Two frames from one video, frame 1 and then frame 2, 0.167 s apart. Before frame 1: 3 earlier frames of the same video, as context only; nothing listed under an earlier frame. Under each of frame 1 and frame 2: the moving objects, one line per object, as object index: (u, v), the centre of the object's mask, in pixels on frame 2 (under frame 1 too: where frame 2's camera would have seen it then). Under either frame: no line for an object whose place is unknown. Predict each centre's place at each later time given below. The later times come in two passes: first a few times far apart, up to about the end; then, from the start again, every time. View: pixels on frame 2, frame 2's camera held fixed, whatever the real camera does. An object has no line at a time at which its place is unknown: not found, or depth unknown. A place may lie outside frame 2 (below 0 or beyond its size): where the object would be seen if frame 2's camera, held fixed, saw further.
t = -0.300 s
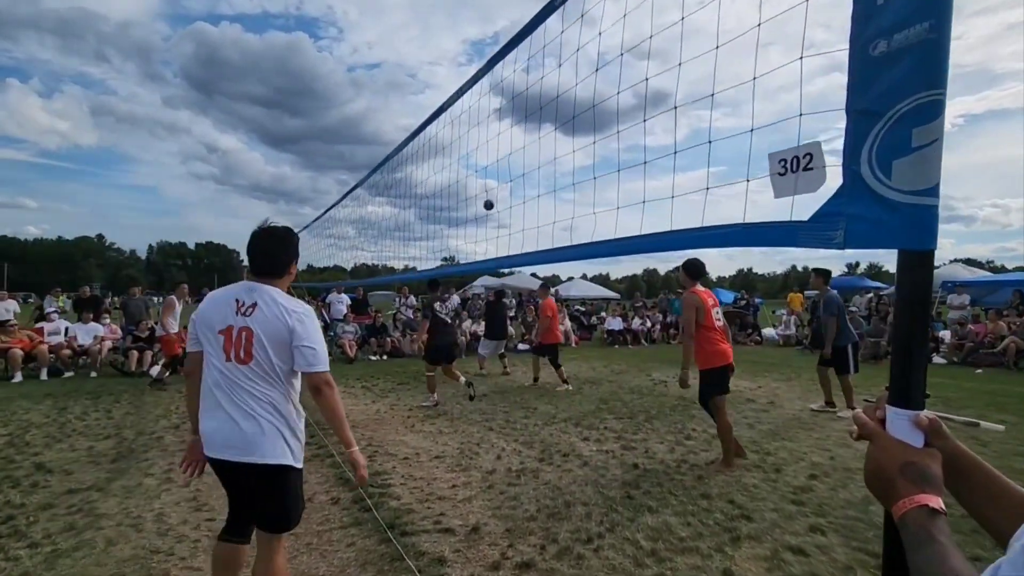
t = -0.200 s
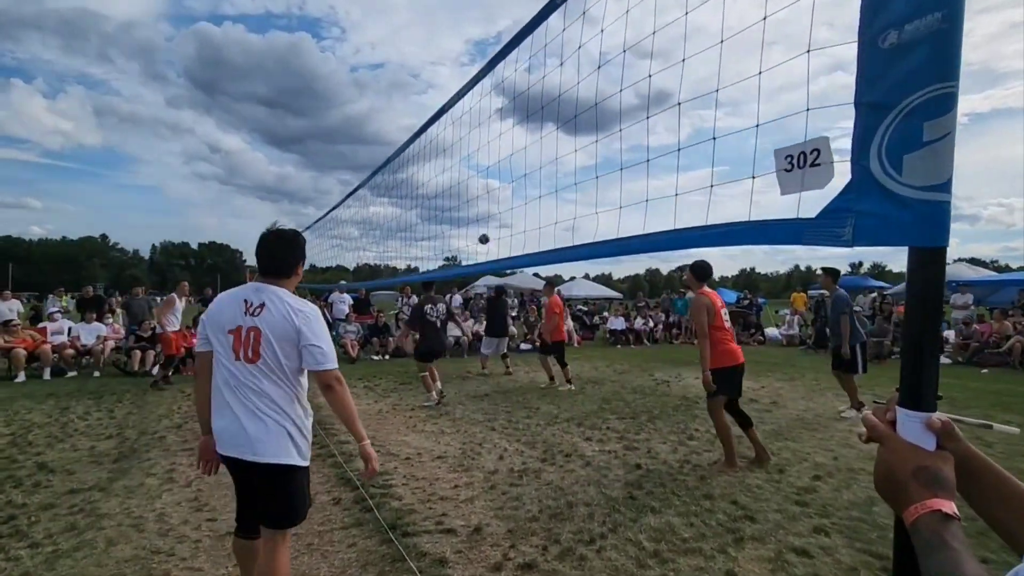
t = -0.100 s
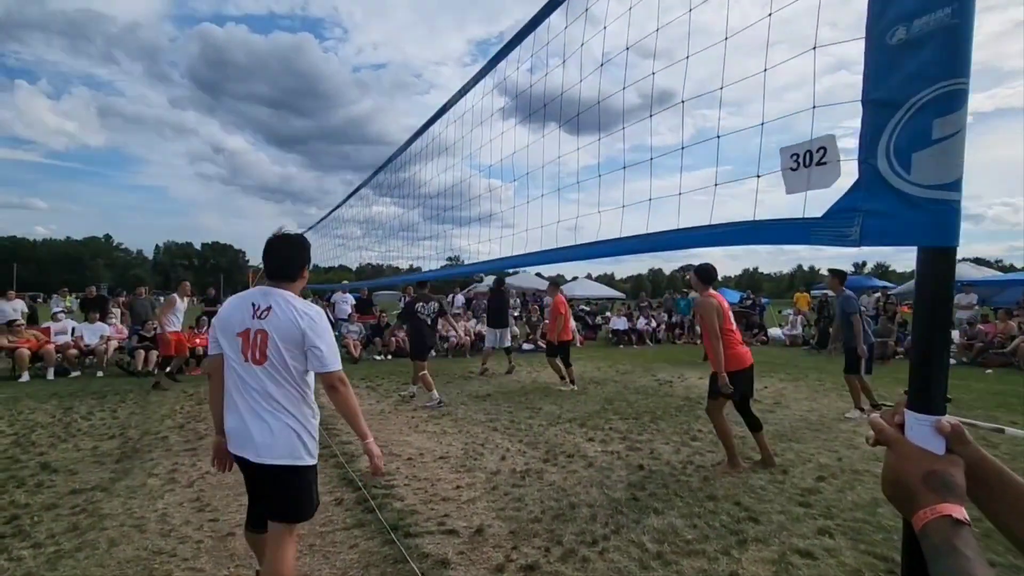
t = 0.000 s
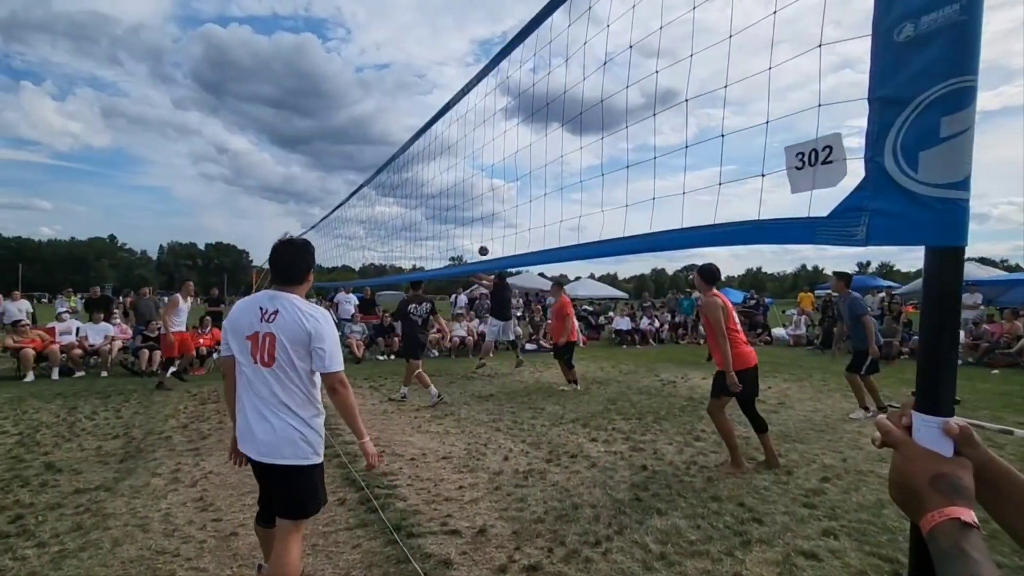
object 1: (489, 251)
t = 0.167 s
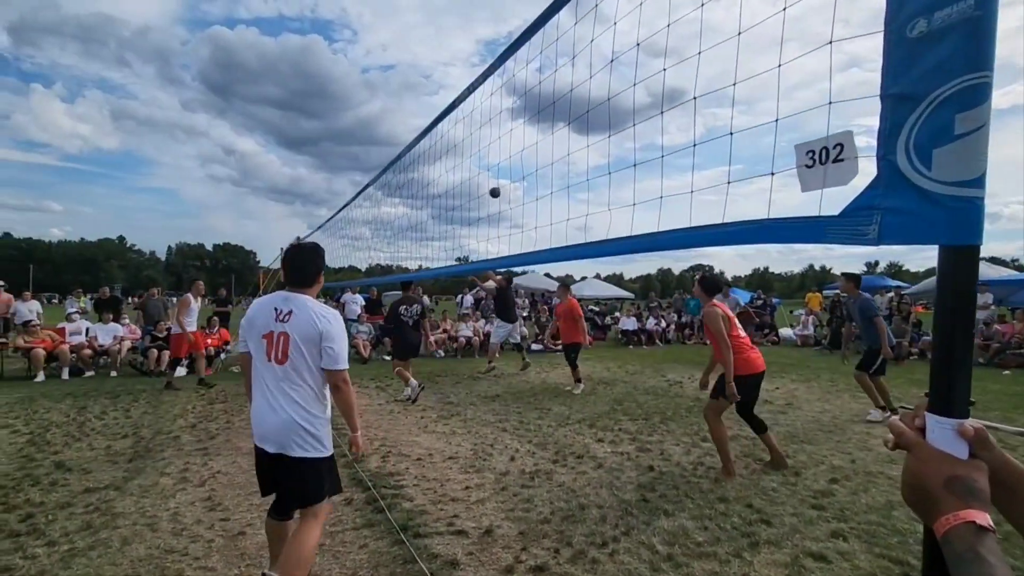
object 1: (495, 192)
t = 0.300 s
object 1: (499, 155)
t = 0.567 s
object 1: (508, 109)
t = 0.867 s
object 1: (519, 102)
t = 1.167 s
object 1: (531, 146)
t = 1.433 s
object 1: (541, 229)
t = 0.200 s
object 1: (495, 182)
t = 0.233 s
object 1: (496, 172)
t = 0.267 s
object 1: (497, 164)
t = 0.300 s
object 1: (499, 155)
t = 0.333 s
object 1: (500, 147)
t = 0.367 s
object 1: (501, 140)
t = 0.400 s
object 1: (502, 134)
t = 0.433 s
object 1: (503, 127)
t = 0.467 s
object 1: (504, 122)
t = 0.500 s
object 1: (505, 117)
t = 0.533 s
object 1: (507, 113)
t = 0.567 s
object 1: (508, 109)
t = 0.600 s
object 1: (509, 106)
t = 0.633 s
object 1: (510, 103)
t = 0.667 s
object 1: (511, 101)
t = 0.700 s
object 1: (512, 100)
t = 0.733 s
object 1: (514, 99)
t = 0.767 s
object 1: (515, 99)
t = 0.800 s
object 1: (516, 99)
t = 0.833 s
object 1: (518, 100)
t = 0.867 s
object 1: (519, 102)
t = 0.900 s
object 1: (520, 104)
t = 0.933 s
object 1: (521, 107)
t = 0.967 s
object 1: (523, 111)
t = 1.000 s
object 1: (524, 115)
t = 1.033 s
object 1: (526, 120)
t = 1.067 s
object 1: (527, 125)
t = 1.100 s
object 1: (528, 131)
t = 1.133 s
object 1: (530, 138)
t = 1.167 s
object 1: (531, 146)
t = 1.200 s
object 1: (532, 153)
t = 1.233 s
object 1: (533, 162)
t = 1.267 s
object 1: (535, 171)
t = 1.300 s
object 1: (536, 182)
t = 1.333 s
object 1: (537, 192)
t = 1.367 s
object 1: (538, 204)
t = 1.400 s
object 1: (540, 216)
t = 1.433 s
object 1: (541, 229)
